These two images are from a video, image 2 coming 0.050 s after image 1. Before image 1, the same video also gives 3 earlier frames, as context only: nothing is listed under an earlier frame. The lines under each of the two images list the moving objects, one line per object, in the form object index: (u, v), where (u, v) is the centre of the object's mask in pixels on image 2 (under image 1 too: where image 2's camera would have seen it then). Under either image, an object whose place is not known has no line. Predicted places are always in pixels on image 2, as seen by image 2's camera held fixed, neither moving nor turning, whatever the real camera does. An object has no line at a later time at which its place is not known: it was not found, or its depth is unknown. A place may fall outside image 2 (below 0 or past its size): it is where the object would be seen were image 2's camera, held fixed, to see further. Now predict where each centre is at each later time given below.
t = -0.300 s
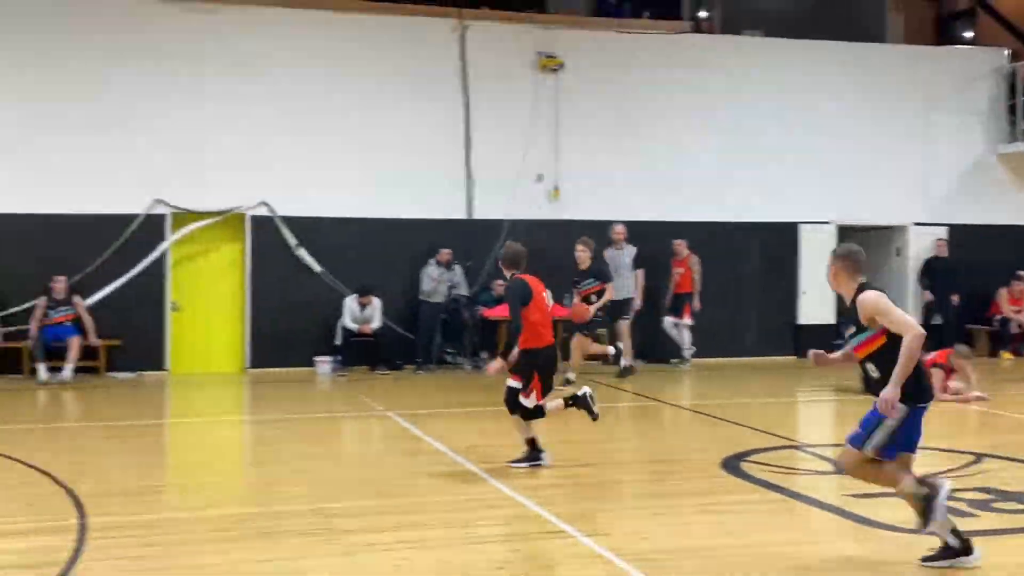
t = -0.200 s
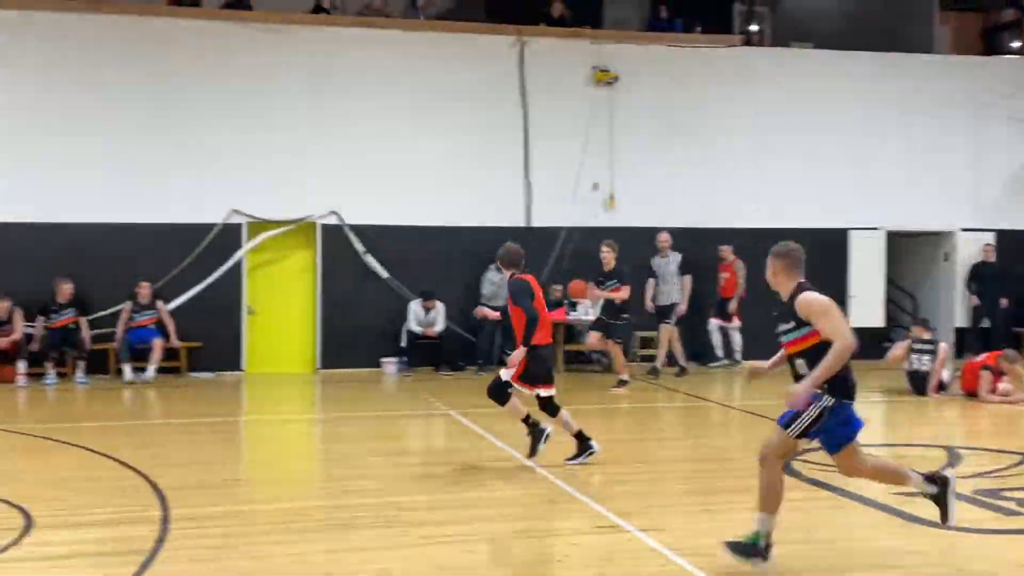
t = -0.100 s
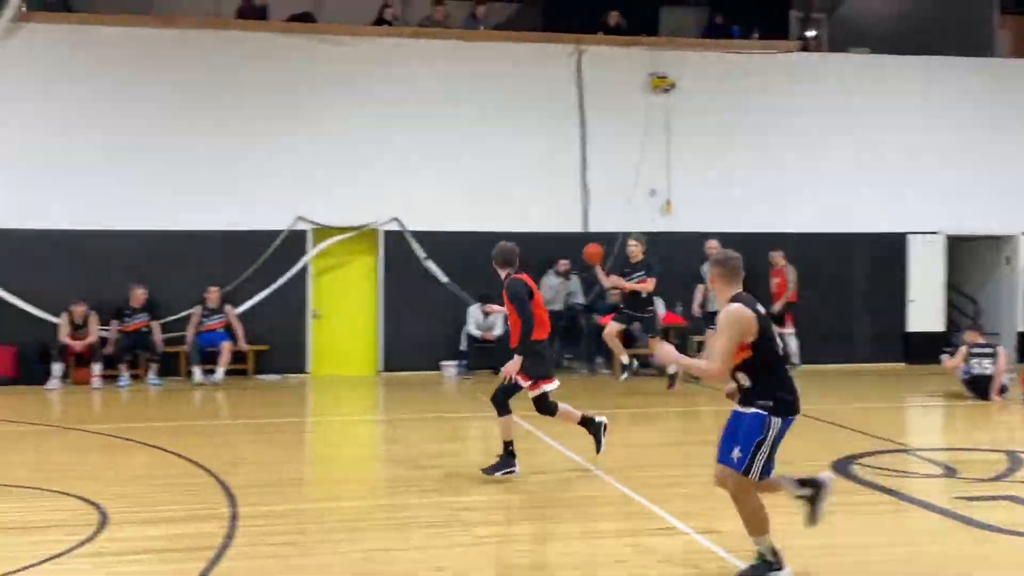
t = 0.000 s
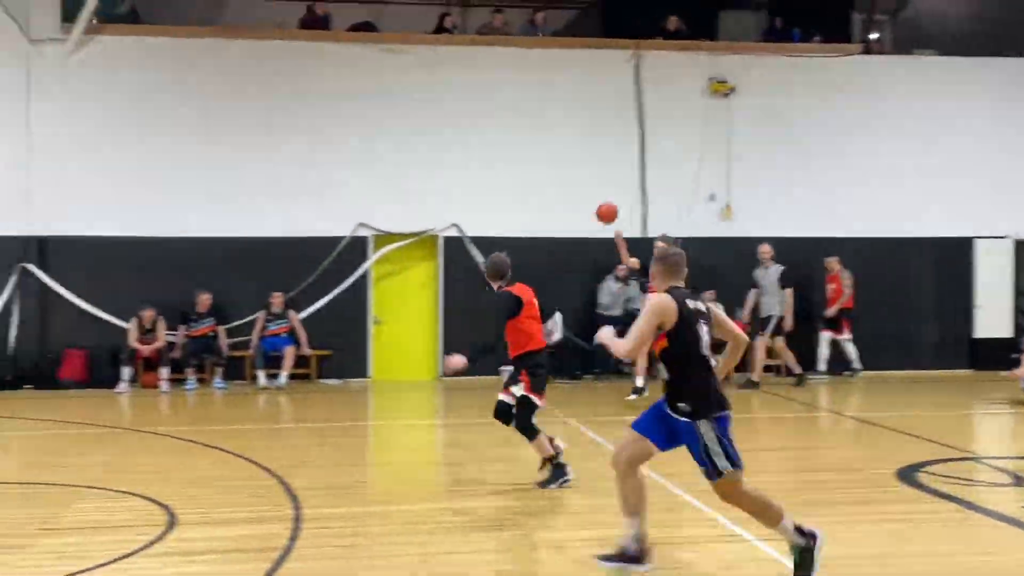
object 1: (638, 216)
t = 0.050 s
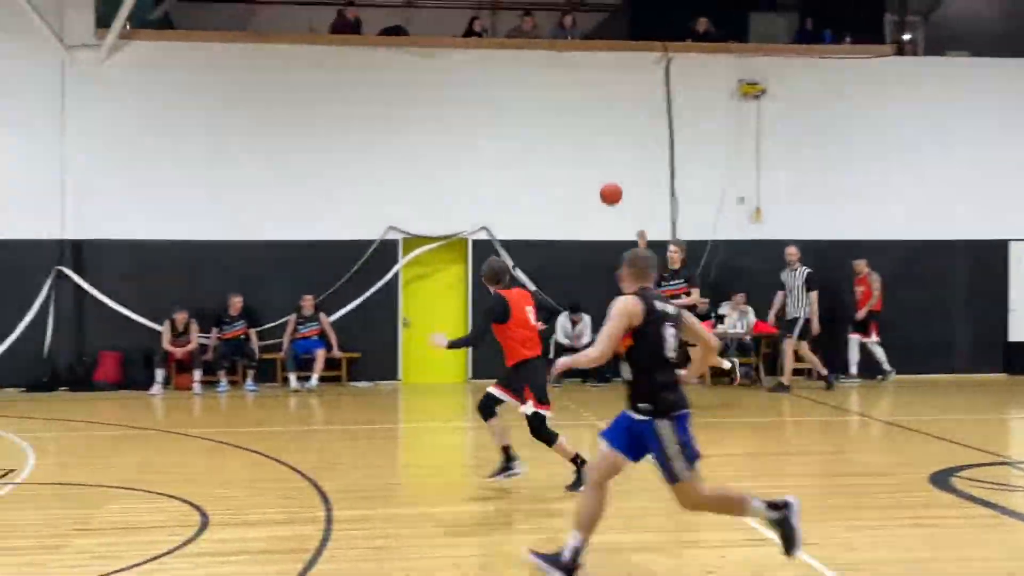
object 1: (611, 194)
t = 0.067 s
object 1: (602, 187)
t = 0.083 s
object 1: (593, 180)
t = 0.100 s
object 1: (582, 172)
